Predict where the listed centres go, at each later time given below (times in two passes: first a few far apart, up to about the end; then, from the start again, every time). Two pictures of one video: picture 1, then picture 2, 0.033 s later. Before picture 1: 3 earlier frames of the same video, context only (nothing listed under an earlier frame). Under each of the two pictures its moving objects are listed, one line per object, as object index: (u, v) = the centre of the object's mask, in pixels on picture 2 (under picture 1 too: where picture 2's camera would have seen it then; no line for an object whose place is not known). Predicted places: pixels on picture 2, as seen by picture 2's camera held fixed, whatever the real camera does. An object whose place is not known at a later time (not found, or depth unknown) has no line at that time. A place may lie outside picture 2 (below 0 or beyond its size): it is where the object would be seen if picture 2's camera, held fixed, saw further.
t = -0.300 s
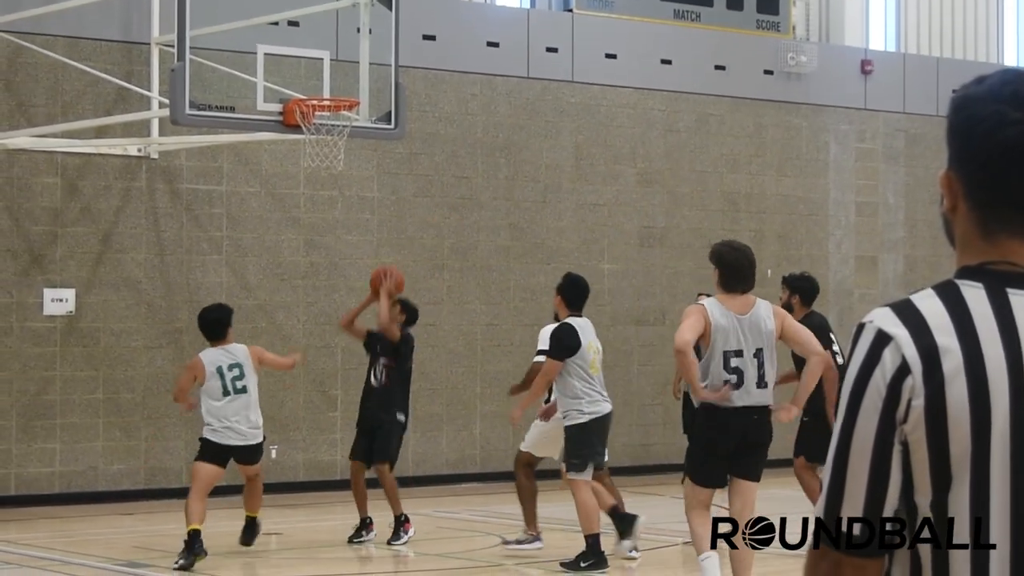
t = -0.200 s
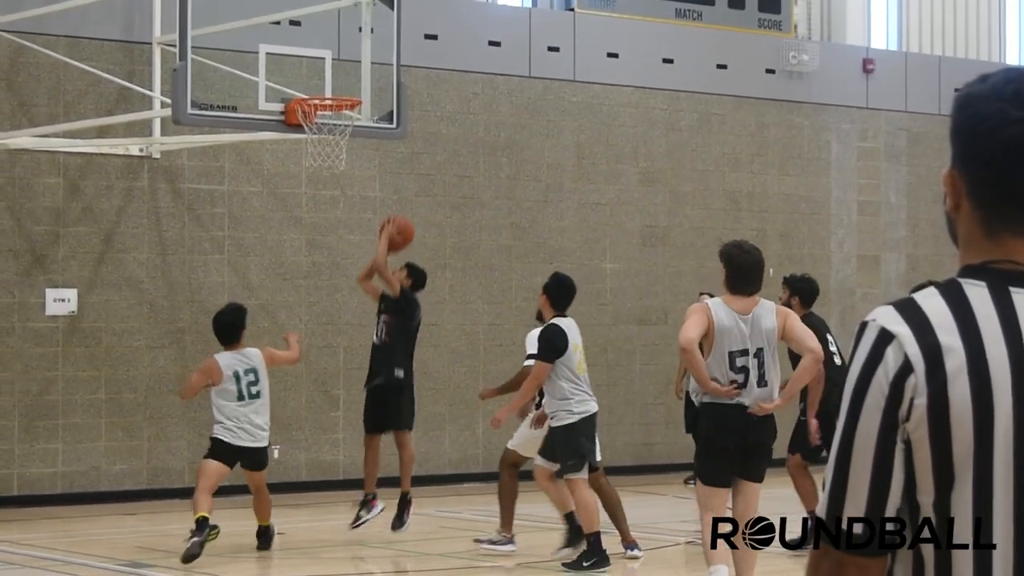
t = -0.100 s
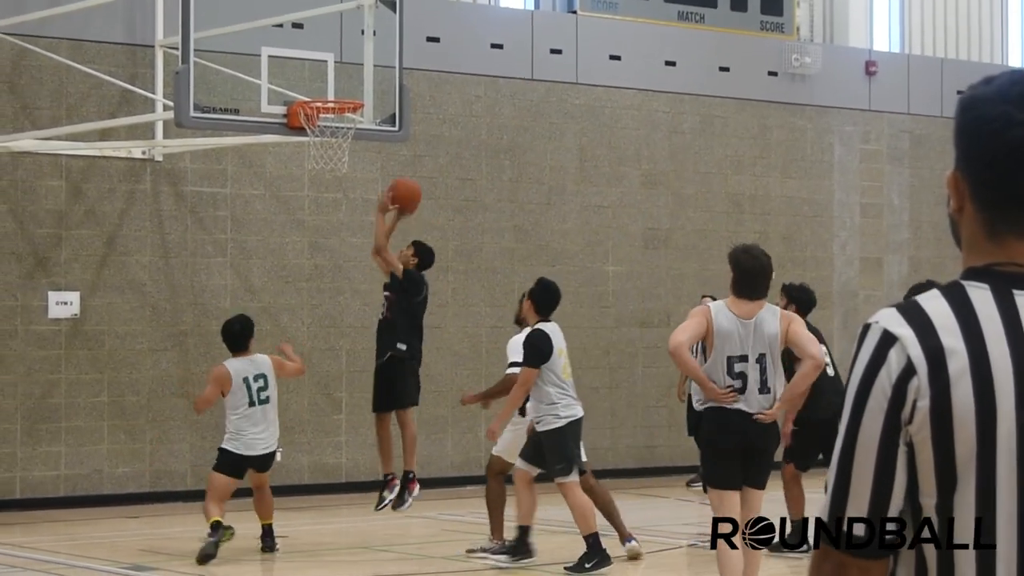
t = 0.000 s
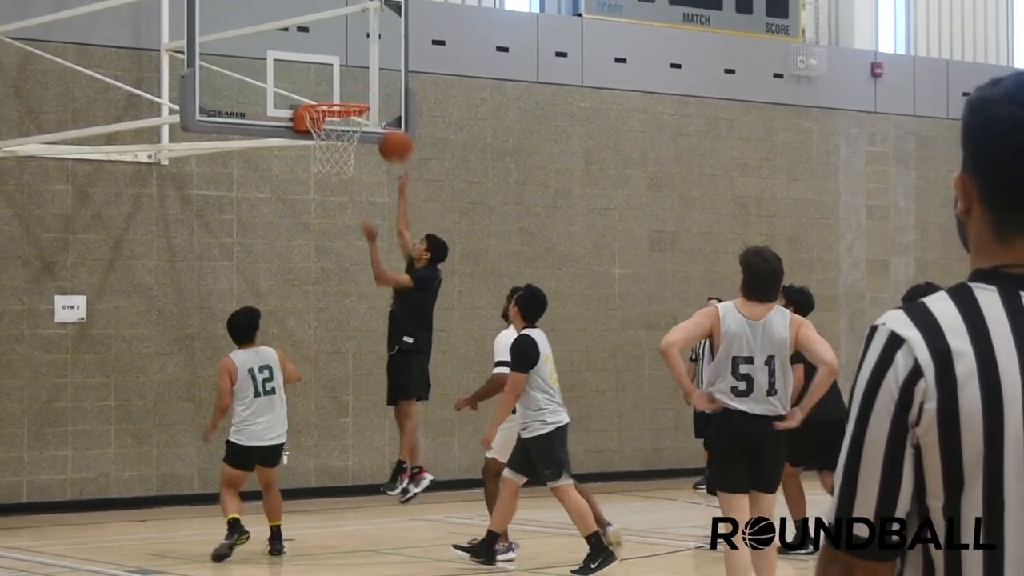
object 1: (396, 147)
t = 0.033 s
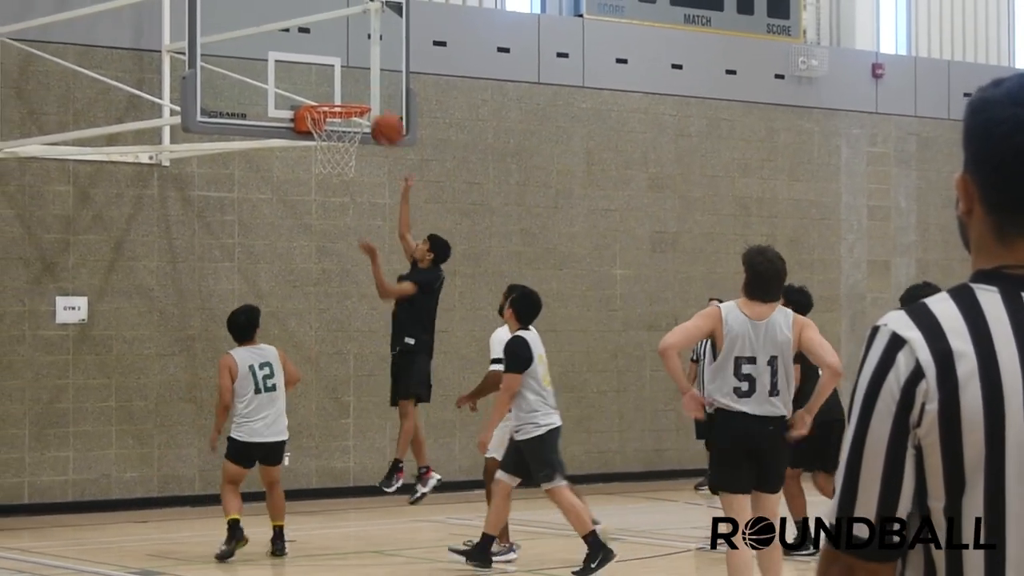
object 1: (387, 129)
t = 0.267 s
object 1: (334, 55)
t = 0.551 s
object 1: (334, 82)
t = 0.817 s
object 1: (334, 115)
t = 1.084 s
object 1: (328, 141)
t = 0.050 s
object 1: (383, 121)
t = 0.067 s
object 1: (380, 114)
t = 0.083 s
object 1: (376, 105)
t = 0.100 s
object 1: (370, 97)
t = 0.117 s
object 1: (364, 92)
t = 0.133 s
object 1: (359, 88)
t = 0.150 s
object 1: (355, 82)
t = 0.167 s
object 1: (350, 76)
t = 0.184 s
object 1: (346, 71)
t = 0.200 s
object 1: (341, 67)
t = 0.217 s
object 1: (336, 63)
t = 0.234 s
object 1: (334, 60)
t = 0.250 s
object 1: (334, 57)
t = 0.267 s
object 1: (334, 55)
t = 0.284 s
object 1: (334, 54)
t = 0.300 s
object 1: (334, 53)
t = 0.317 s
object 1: (334, 52)
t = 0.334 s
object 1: (334, 52)
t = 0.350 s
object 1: (334, 52)
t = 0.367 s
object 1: (334, 52)
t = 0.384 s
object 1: (334, 53)
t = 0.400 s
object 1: (334, 54)
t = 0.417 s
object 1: (334, 55)
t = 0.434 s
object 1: (334, 57)
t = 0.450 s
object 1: (334, 59)
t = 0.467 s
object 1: (334, 62)
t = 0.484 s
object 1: (334, 65)
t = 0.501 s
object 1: (334, 69)
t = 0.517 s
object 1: (334, 72)
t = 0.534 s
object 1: (334, 77)
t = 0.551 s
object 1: (334, 82)
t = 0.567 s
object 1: (334, 87)
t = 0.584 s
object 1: (334, 91)
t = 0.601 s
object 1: (335, 93)
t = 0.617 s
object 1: (335, 93)
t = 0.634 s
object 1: (336, 93)
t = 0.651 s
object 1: (337, 94)
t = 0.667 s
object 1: (338, 95)
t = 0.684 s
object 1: (339, 96)
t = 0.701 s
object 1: (340, 105)
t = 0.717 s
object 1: (341, 108)
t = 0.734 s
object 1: (341, 109)
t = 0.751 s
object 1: (340, 109)
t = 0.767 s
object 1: (339, 110)
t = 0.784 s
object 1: (338, 111)
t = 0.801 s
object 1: (336, 112)
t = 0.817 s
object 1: (334, 115)
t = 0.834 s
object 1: (334, 117)
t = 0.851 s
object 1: (332, 119)
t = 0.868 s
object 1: (330, 121)
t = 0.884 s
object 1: (327, 123)
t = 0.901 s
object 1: (329, 125)
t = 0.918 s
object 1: (327, 125)
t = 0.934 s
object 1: (325, 126)
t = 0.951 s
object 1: (325, 128)
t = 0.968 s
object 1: (325, 131)
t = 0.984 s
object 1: (324, 131)
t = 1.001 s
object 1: (324, 129)
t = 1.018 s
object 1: (324, 132)
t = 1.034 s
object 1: (324, 131)
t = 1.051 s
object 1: (327, 138)
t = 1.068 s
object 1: (327, 139)
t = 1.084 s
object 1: (328, 141)
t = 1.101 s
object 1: (328, 144)
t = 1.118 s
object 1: (329, 146)
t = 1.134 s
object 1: (330, 149)
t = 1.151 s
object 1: (331, 154)
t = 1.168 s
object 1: (330, 162)
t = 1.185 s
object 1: (331, 165)
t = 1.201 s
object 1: (332, 168)
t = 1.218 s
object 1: (333, 172)
